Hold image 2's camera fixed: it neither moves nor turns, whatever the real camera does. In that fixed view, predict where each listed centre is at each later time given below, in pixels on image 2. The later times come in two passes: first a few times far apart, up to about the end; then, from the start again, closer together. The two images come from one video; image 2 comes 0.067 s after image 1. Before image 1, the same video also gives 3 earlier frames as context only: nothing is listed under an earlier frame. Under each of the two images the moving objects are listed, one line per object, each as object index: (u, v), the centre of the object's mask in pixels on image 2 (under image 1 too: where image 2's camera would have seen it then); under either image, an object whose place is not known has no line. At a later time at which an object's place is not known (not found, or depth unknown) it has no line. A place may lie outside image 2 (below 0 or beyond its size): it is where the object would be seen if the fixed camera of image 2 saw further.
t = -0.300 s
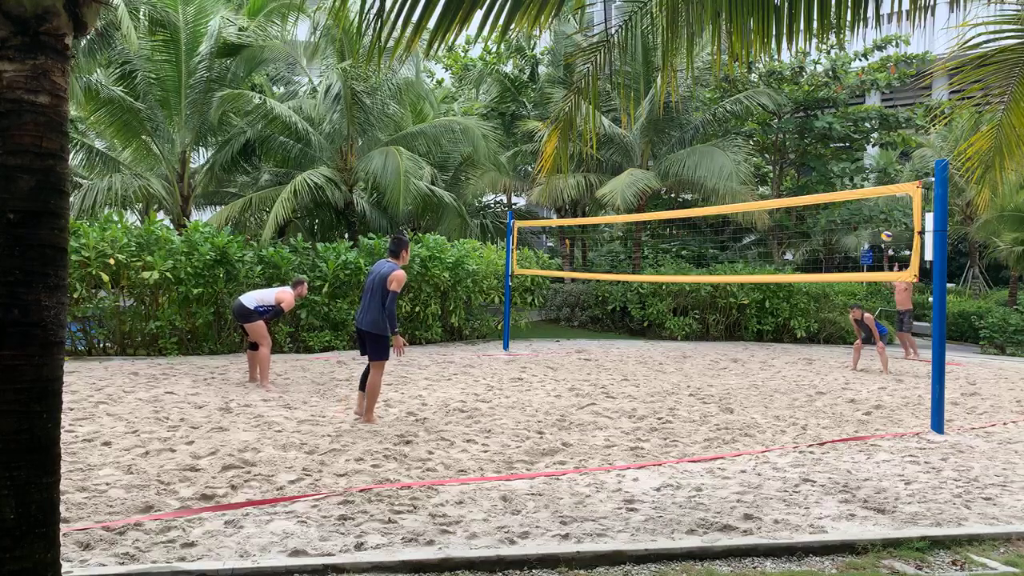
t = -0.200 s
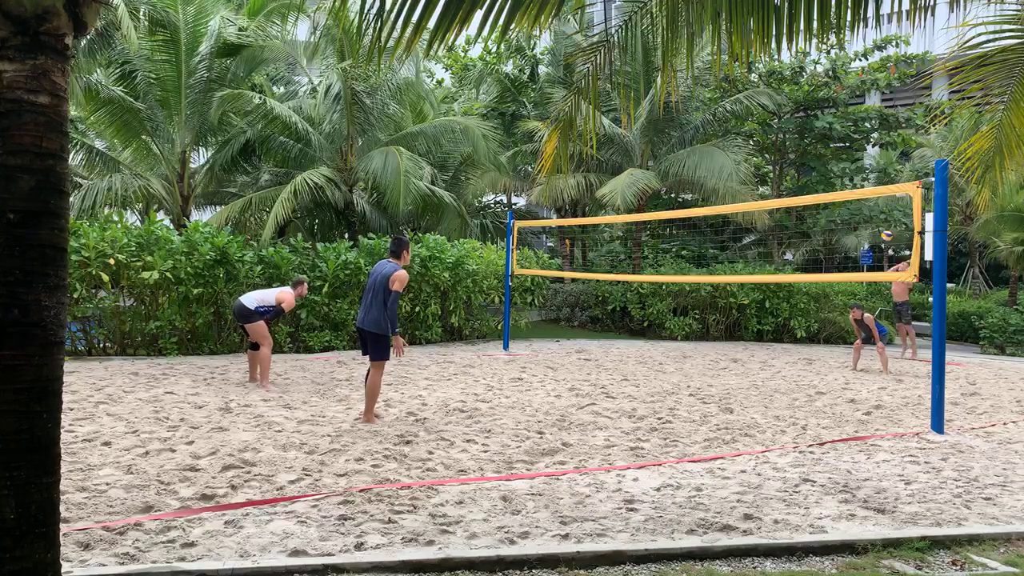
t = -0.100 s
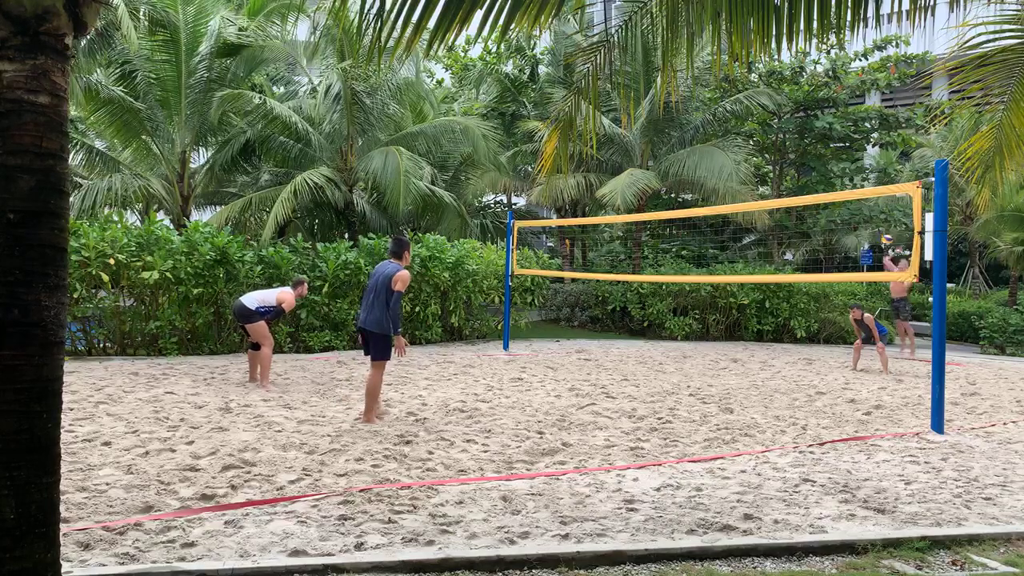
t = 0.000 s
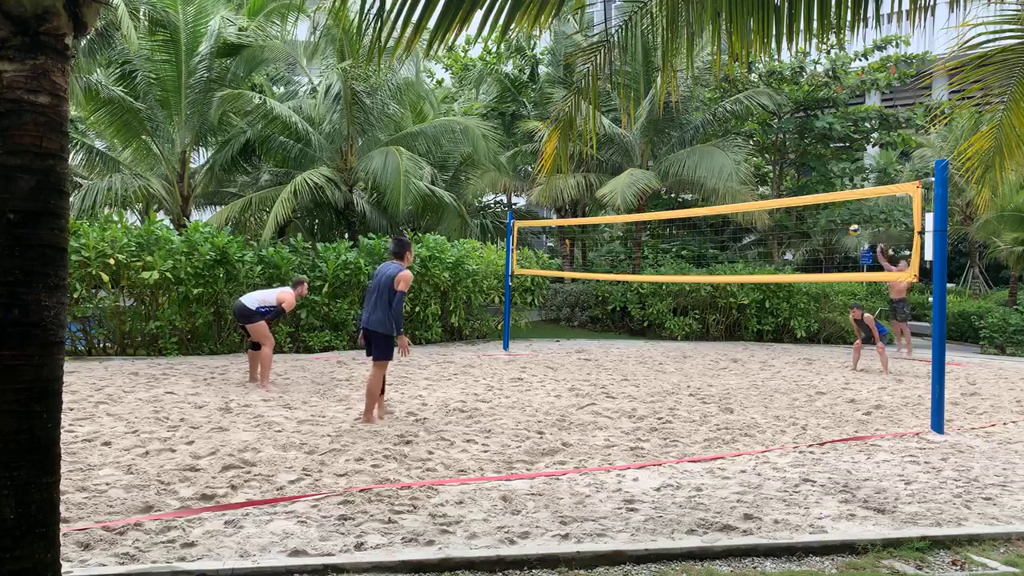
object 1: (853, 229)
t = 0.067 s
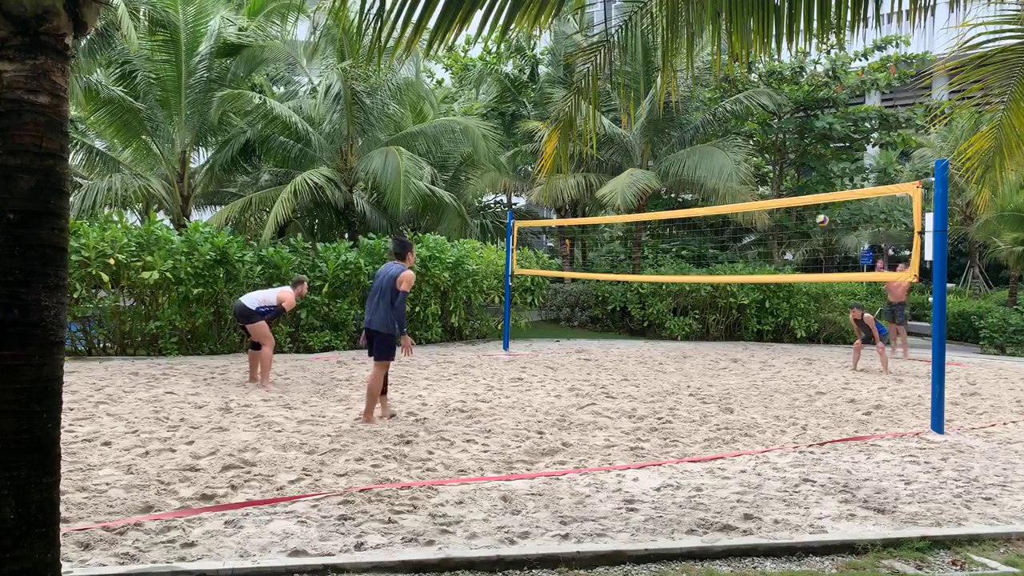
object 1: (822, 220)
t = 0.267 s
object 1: (714, 202)
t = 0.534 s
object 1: (555, 214)
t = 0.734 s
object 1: (425, 240)
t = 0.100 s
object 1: (805, 215)
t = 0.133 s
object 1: (787, 212)
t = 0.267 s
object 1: (714, 202)
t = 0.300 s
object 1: (695, 202)
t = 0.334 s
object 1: (676, 204)
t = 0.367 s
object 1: (656, 205)
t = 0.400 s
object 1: (636, 206)
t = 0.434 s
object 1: (615, 208)
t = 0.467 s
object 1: (596, 210)
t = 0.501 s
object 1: (575, 212)
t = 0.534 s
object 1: (555, 214)
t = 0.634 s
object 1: (492, 224)
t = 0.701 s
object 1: (448, 234)
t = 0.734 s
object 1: (425, 240)
